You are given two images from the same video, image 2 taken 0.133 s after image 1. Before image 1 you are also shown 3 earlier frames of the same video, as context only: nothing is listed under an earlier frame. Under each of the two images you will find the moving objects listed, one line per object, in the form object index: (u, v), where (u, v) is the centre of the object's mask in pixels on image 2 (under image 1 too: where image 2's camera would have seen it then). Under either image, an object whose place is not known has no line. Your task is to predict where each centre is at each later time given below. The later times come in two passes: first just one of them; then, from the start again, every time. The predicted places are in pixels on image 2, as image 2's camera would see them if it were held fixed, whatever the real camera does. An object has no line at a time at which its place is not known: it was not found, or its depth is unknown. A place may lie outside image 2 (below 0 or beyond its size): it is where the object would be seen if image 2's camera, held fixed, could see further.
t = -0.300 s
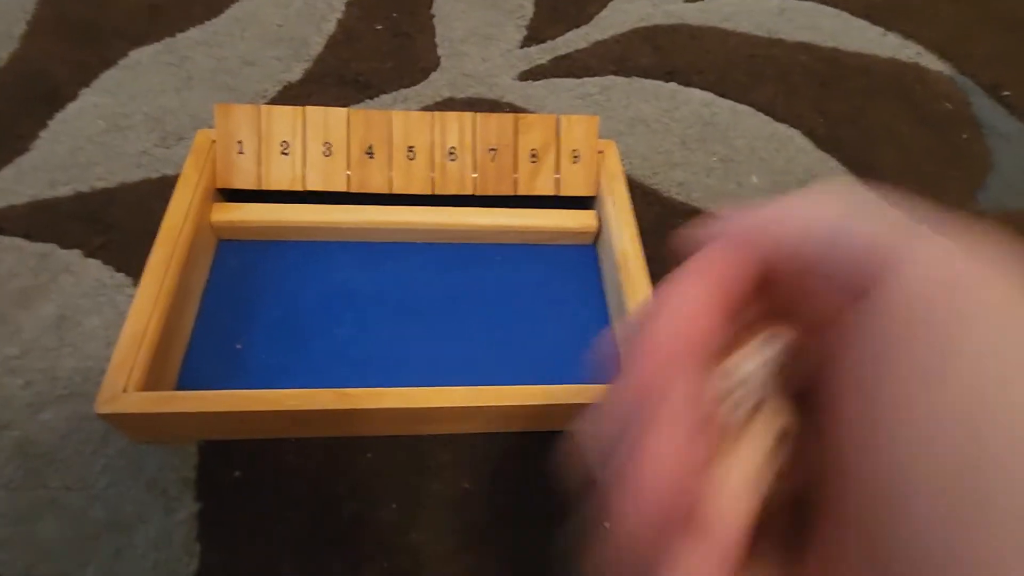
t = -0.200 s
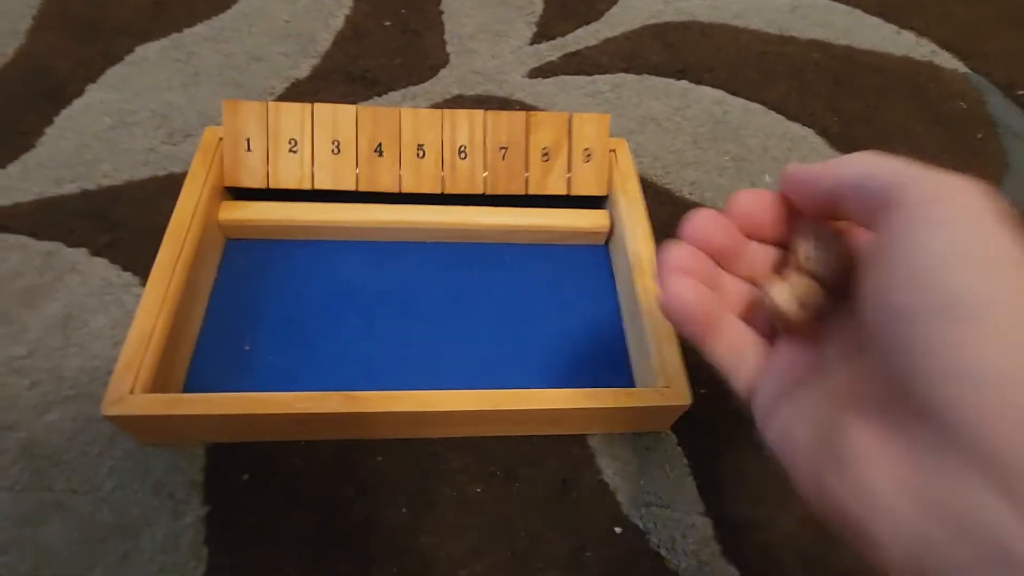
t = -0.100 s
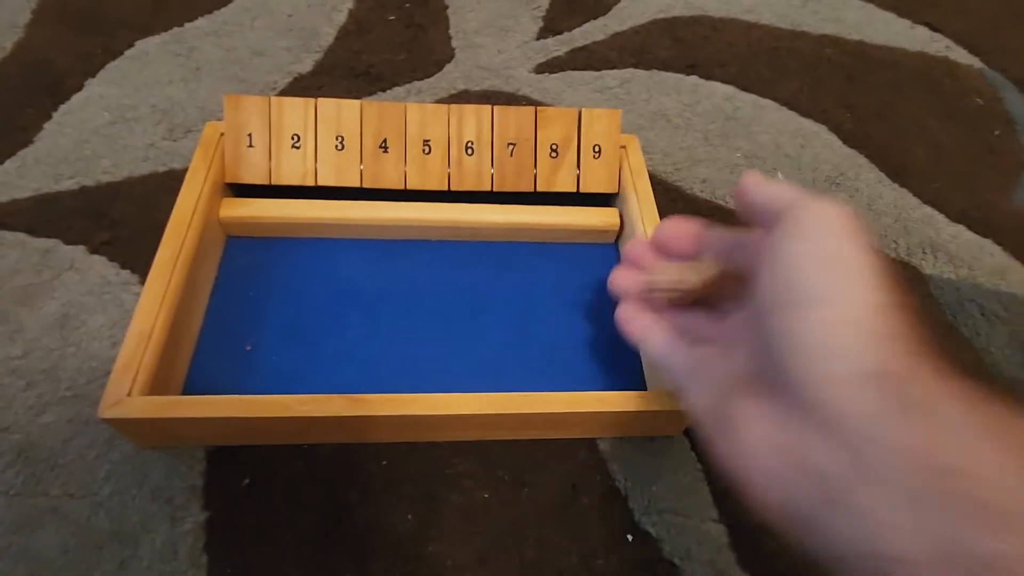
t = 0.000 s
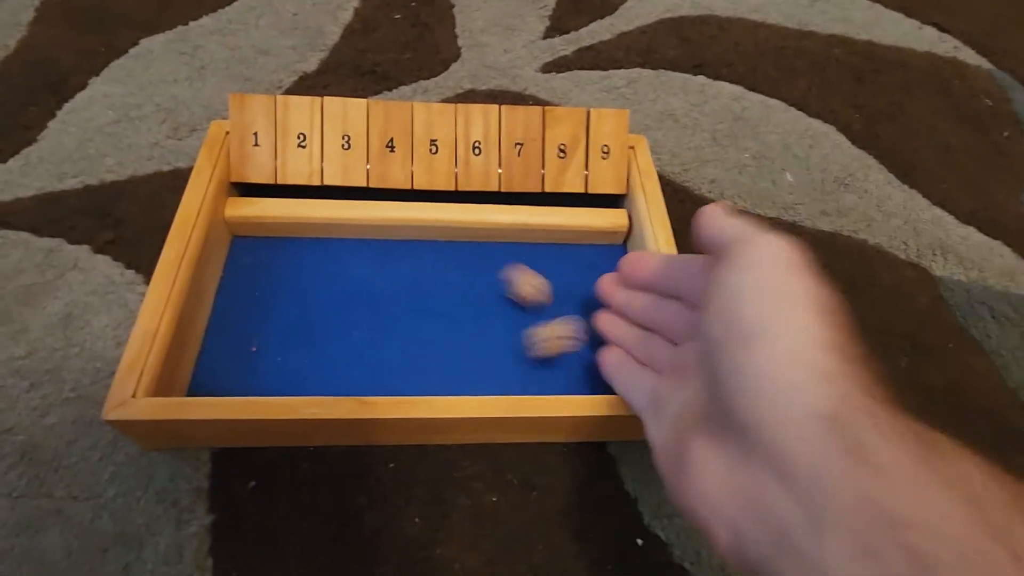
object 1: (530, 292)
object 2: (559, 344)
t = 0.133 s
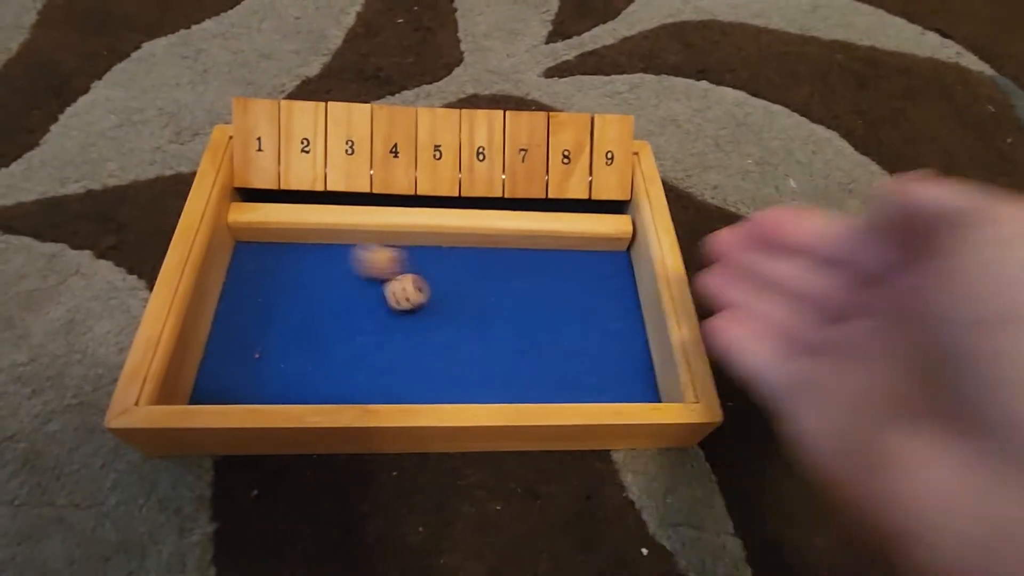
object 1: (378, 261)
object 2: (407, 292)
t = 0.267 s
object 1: (254, 253)
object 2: (361, 286)
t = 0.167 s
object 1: (339, 255)
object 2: (390, 295)
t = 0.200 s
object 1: (300, 254)
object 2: (379, 293)
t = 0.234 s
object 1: (262, 252)
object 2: (371, 288)
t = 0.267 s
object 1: (254, 253)
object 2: (361, 286)
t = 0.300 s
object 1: (276, 255)
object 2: (352, 284)
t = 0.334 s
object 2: (343, 282)
